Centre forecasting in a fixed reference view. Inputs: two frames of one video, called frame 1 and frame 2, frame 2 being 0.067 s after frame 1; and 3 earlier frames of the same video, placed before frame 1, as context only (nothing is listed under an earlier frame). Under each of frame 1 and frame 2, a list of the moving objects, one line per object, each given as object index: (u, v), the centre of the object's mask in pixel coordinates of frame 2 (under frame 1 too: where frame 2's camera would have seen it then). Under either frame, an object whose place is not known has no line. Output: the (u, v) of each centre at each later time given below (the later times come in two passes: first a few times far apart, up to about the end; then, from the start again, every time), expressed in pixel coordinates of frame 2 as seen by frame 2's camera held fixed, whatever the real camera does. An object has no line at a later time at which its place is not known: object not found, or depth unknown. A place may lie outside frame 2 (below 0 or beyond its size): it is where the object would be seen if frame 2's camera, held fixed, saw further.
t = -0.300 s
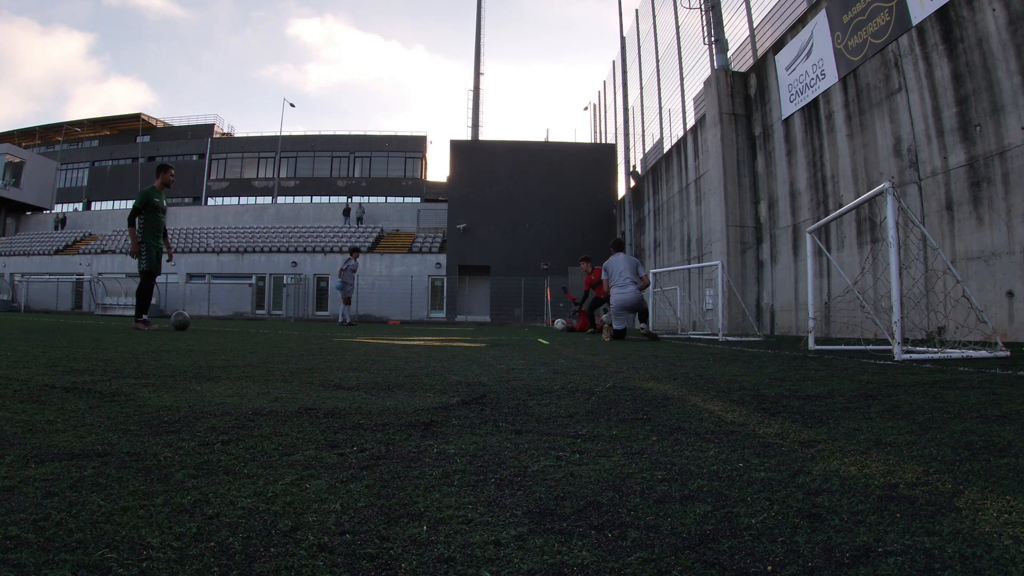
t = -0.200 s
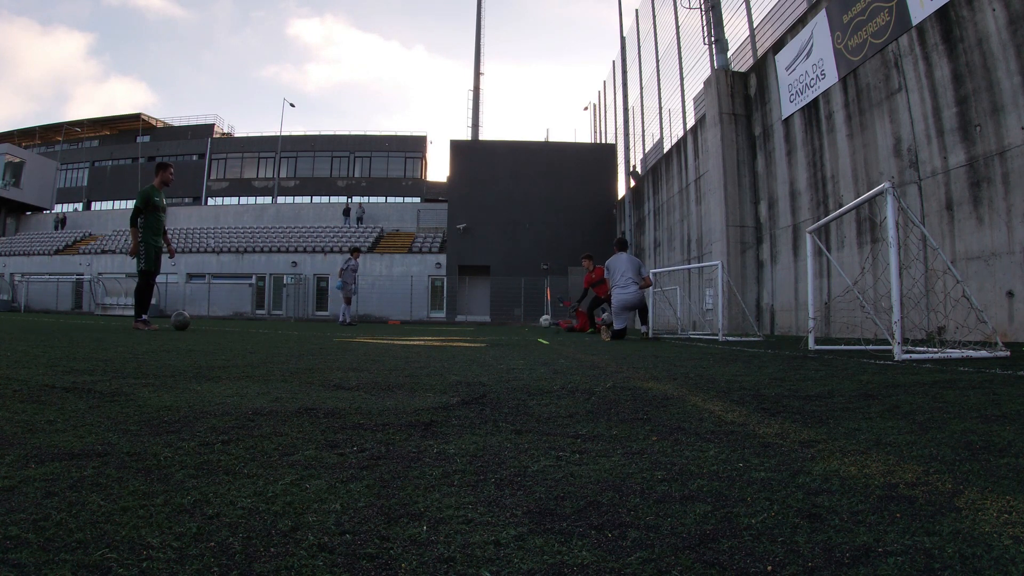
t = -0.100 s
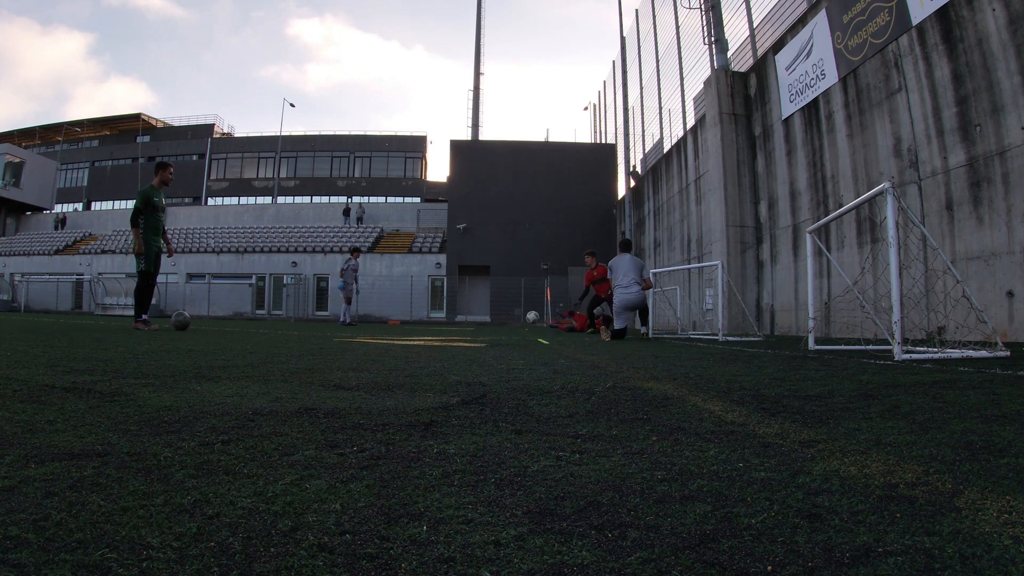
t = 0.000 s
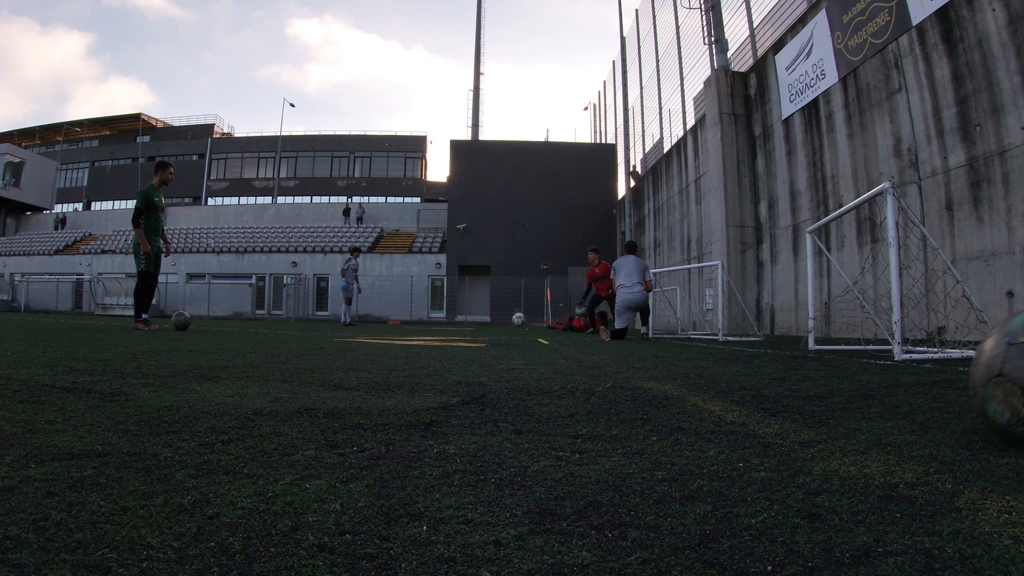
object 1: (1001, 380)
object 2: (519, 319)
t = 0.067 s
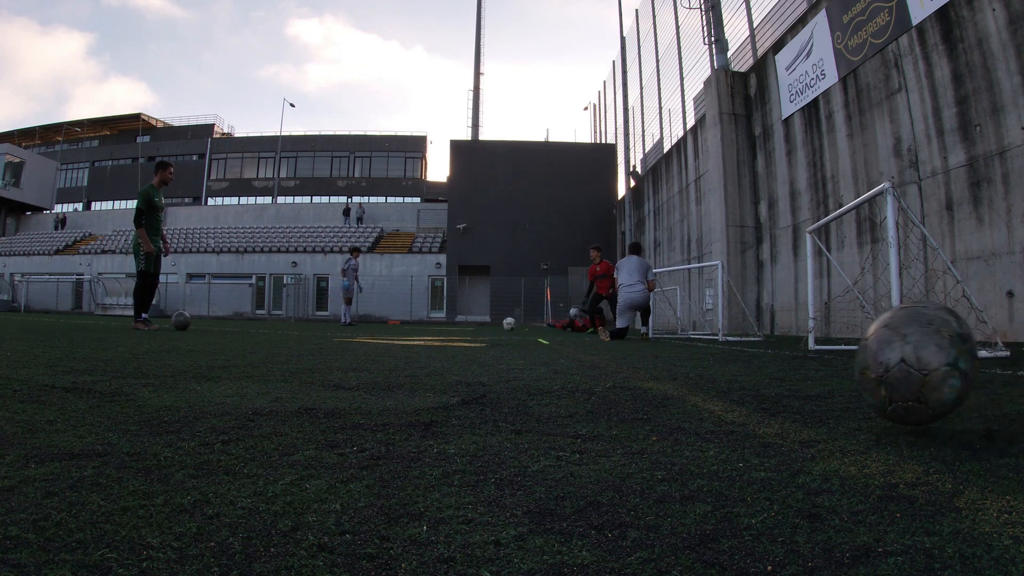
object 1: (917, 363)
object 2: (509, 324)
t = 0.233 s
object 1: (676, 358)
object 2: (484, 322)
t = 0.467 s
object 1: (488, 349)
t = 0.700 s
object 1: (392, 340)
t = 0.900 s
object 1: (345, 336)
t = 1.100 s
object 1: (313, 333)
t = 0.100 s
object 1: (860, 362)
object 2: (504, 327)
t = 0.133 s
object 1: (808, 365)
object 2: (499, 326)
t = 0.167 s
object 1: (760, 366)
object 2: (494, 324)
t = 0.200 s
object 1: (715, 360)
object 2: (489, 322)
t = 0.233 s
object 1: (676, 358)
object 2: (484, 322)
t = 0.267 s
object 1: (640, 360)
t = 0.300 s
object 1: (608, 355)
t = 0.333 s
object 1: (578, 356)
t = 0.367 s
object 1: (552, 353)
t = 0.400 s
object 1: (528, 349)
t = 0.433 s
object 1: (507, 350)
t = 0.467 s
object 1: (488, 349)
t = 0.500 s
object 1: (470, 347)
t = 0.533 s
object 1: (454, 346)
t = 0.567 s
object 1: (439, 345)
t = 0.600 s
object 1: (426, 344)
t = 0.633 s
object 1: (413, 342)
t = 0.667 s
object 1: (402, 342)
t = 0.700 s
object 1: (392, 340)
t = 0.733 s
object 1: (382, 341)
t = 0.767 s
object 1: (374, 339)
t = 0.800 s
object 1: (366, 339)
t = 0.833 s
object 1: (358, 338)
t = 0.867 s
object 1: (351, 336)
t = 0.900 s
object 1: (345, 336)
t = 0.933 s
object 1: (338, 336)
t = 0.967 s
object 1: (333, 335)
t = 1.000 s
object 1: (328, 334)
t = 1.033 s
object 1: (322, 334)
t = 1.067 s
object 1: (317, 334)
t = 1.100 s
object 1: (313, 333)
